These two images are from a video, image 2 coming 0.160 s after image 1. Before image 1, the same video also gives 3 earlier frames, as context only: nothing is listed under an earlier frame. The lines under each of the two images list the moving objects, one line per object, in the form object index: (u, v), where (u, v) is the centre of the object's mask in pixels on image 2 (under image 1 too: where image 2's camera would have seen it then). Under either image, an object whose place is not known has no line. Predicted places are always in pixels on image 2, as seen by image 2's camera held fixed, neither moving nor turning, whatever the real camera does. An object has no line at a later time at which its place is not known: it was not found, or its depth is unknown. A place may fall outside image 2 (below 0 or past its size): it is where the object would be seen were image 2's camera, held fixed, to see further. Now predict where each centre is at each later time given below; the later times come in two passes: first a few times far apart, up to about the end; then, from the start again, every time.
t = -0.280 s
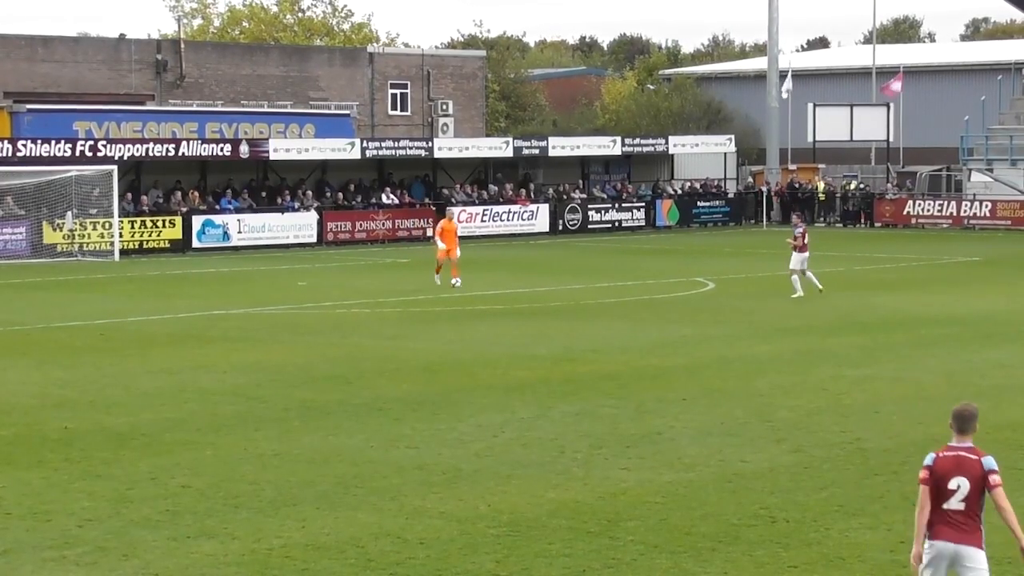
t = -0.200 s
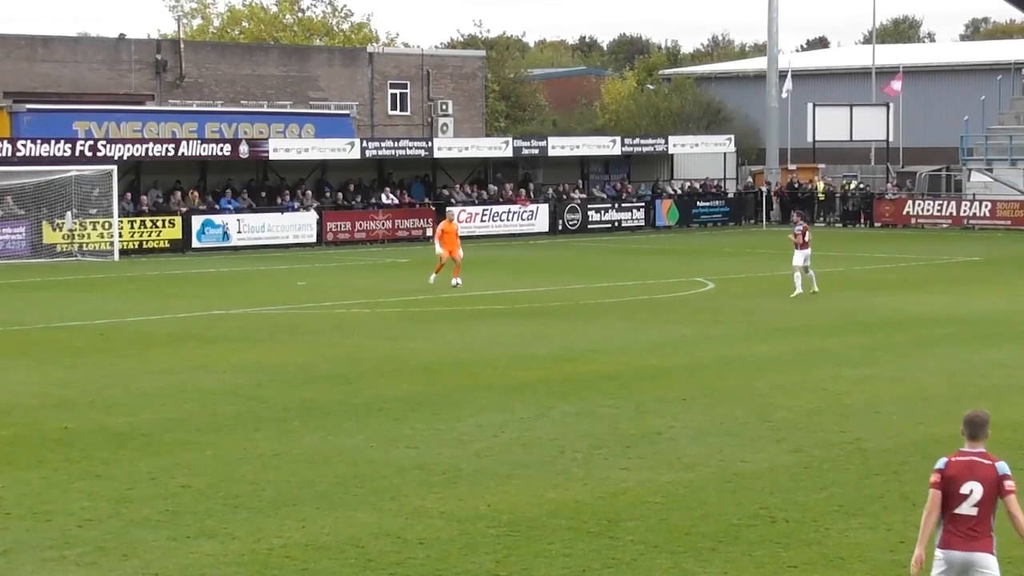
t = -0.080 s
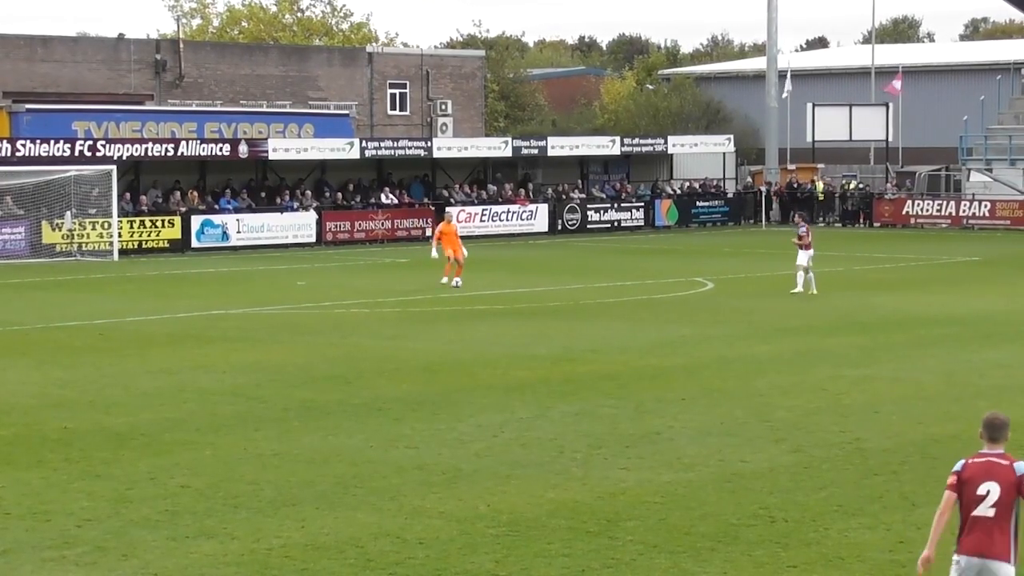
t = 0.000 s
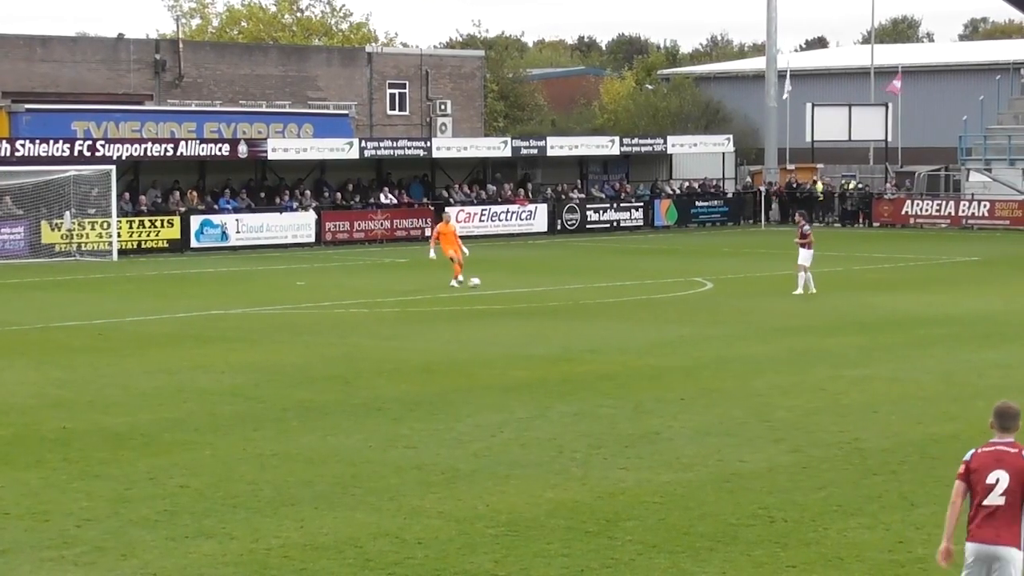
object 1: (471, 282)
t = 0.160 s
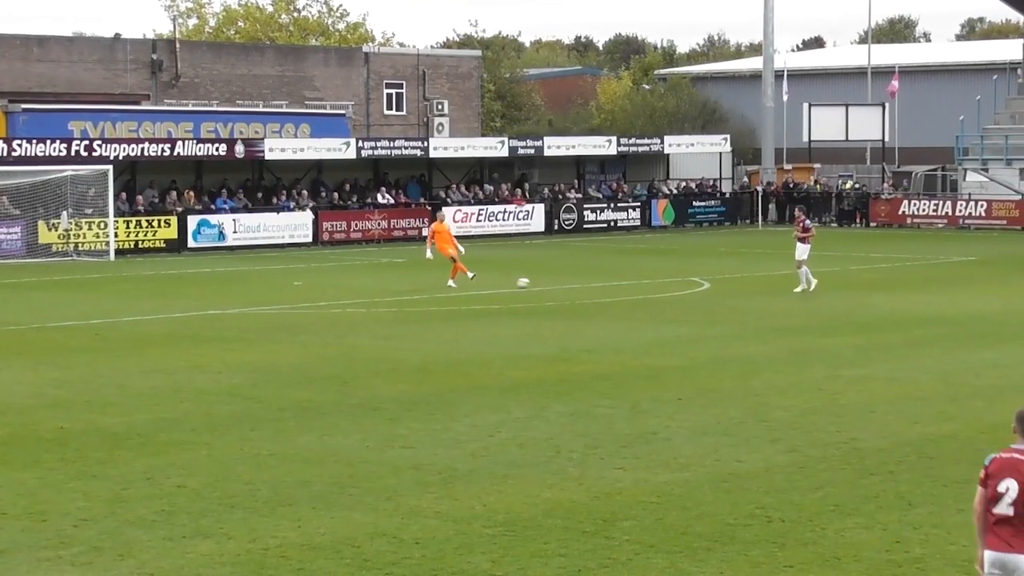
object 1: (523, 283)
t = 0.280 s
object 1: (556, 283)
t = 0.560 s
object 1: (617, 283)
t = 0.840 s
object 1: (669, 285)
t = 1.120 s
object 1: (721, 286)
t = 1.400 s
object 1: (770, 286)
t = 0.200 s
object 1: (535, 283)
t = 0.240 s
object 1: (546, 283)
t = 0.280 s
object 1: (556, 283)
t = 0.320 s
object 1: (565, 283)
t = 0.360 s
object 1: (575, 283)
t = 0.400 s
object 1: (585, 284)
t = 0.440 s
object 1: (594, 284)
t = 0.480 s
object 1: (601, 283)
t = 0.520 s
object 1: (609, 282)
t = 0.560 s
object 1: (617, 283)
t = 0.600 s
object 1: (624, 284)
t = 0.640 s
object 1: (631, 286)
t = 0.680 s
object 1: (639, 285)
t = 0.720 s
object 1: (647, 285)
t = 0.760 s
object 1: (655, 286)
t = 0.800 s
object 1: (662, 285)
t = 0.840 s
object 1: (669, 285)
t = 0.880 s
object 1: (677, 286)
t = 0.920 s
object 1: (685, 286)
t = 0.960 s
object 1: (691, 285)
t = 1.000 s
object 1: (698, 285)
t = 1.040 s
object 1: (706, 286)
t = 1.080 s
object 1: (713, 287)
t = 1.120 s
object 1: (721, 286)
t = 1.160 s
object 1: (728, 286)
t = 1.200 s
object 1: (735, 286)
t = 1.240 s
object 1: (743, 287)
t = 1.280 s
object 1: (750, 288)
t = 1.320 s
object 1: (757, 287)
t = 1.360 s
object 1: (763, 286)
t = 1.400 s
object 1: (770, 286)
